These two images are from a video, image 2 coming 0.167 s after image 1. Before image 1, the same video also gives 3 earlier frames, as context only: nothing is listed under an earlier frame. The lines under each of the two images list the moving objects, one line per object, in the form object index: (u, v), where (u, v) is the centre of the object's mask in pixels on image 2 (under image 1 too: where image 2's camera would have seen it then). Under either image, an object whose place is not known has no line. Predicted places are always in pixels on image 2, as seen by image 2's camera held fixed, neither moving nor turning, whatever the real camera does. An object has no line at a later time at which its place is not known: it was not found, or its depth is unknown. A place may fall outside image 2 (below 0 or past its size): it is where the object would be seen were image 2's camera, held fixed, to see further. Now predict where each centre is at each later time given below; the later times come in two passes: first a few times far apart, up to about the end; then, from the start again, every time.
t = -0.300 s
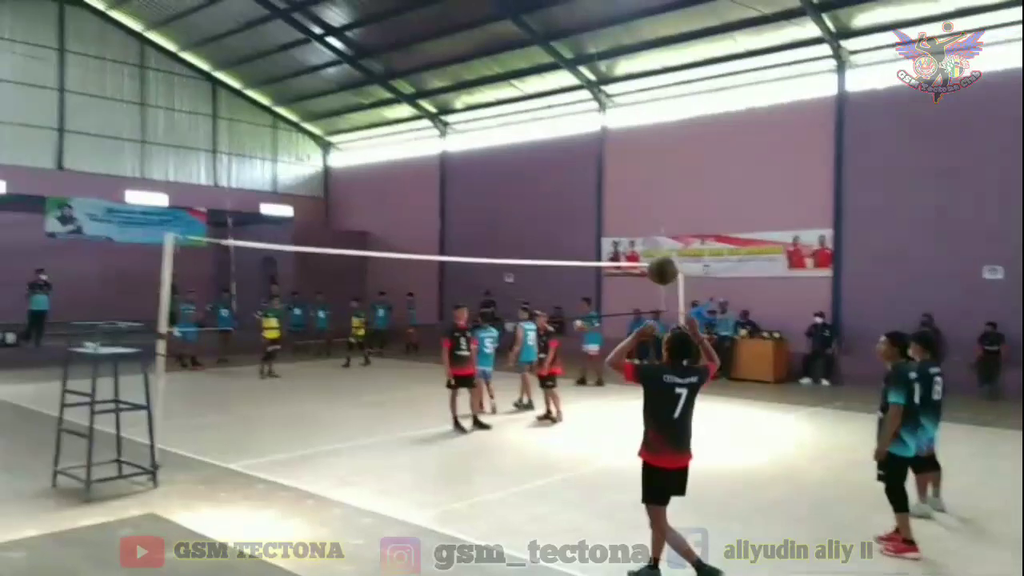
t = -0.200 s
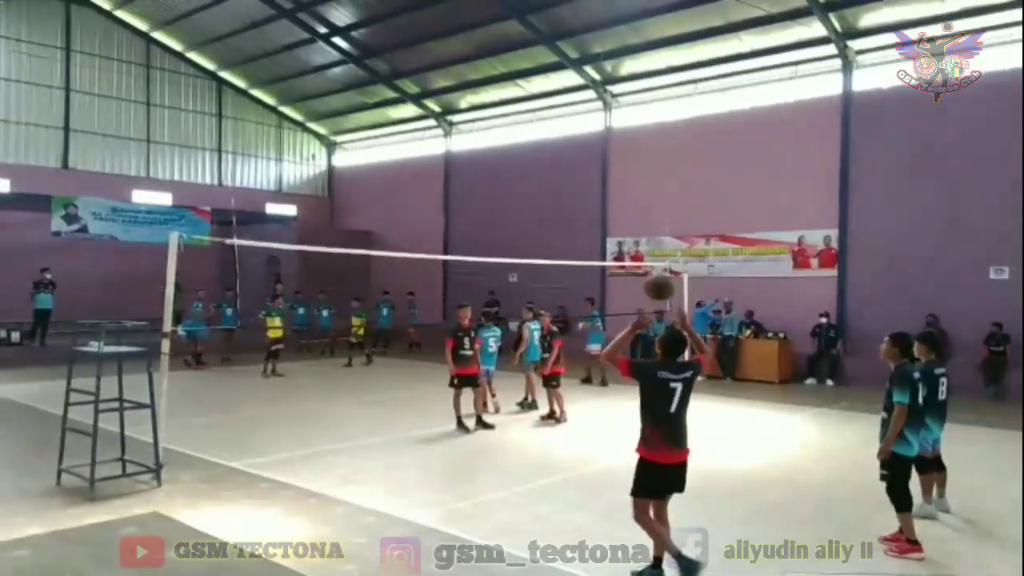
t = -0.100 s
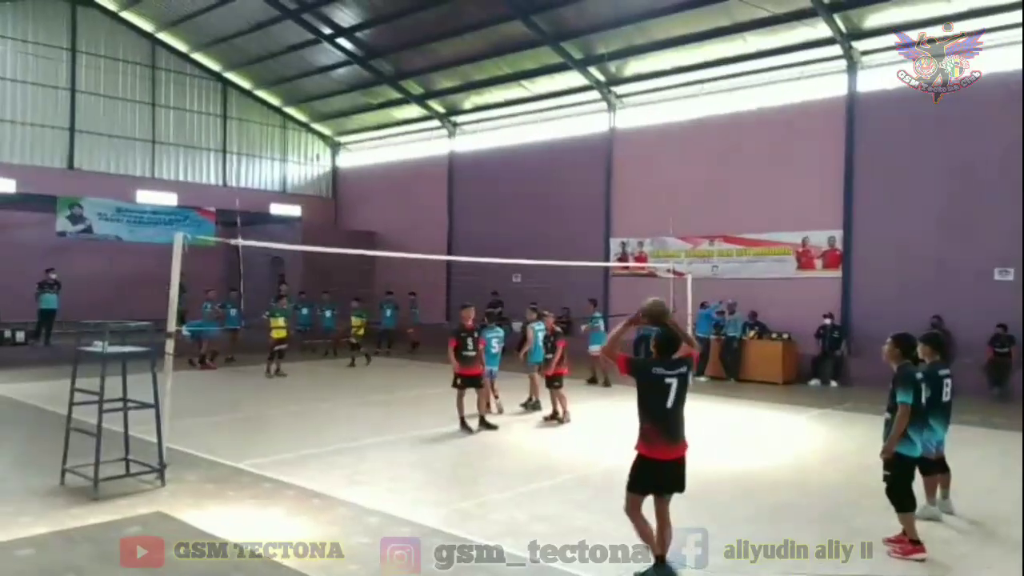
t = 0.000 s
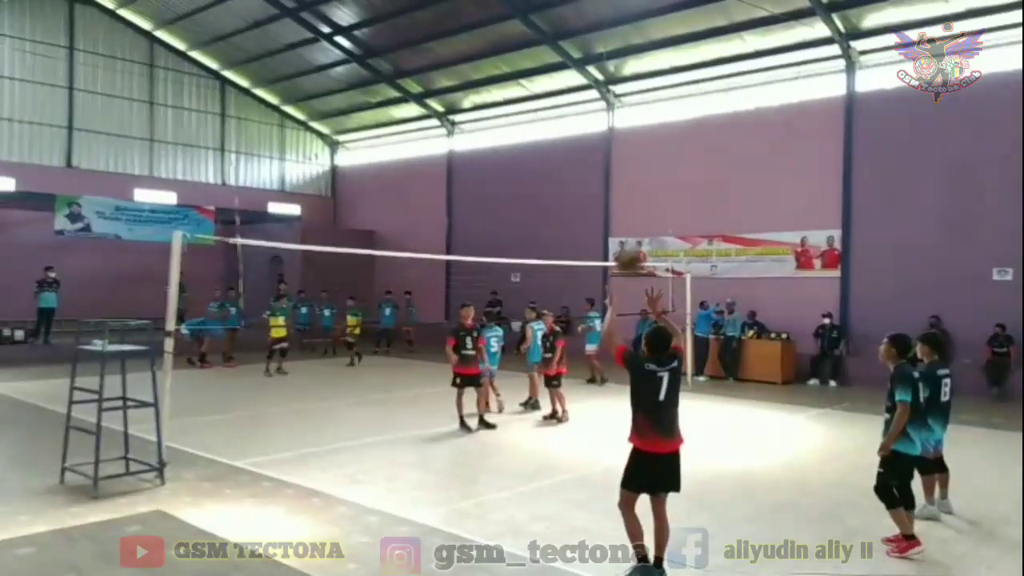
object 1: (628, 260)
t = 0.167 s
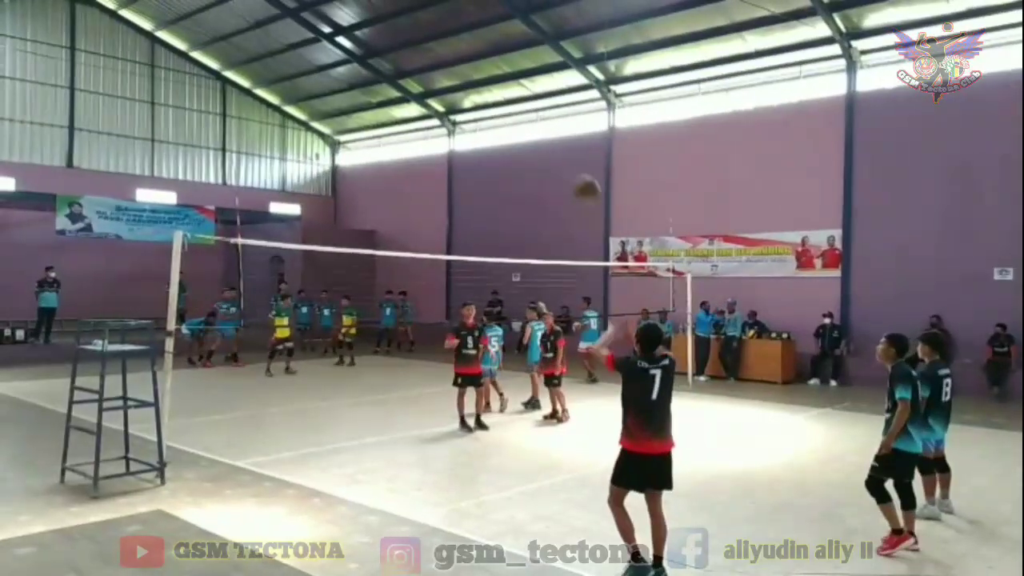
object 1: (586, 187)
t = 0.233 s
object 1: (571, 172)
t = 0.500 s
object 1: (526, 166)
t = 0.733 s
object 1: (496, 212)
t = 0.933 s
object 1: (476, 276)
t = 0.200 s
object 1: (578, 179)
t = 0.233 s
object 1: (571, 172)
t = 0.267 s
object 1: (566, 168)
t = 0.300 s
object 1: (559, 164)
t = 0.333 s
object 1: (554, 162)
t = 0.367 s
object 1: (548, 160)
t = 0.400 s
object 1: (542, 161)
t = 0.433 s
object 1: (537, 161)
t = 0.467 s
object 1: (532, 164)
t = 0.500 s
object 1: (526, 166)
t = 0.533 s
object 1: (521, 171)
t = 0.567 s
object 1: (517, 176)
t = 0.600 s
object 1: (512, 181)
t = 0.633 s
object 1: (508, 188)
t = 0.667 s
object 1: (504, 195)
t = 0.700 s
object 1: (500, 203)
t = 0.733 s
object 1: (496, 212)
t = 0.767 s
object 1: (492, 221)
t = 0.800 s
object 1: (488, 231)
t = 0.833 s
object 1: (485, 242)
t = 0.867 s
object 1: (482, 250)
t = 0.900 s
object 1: (480, 264)
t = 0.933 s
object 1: (476, 276)
